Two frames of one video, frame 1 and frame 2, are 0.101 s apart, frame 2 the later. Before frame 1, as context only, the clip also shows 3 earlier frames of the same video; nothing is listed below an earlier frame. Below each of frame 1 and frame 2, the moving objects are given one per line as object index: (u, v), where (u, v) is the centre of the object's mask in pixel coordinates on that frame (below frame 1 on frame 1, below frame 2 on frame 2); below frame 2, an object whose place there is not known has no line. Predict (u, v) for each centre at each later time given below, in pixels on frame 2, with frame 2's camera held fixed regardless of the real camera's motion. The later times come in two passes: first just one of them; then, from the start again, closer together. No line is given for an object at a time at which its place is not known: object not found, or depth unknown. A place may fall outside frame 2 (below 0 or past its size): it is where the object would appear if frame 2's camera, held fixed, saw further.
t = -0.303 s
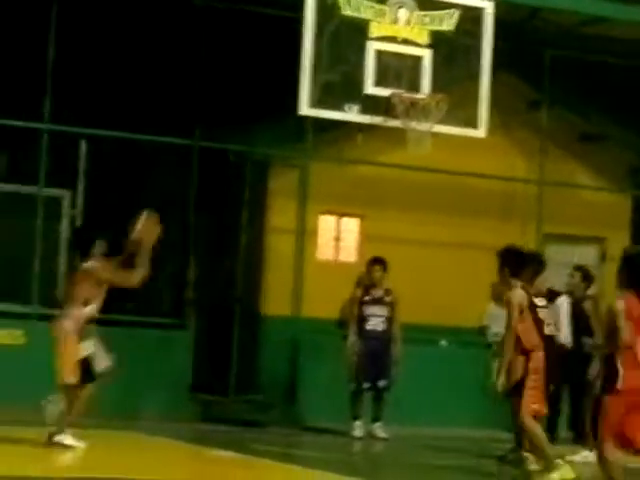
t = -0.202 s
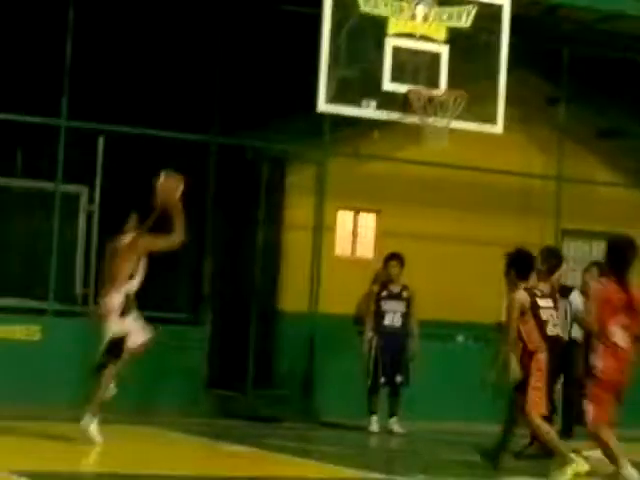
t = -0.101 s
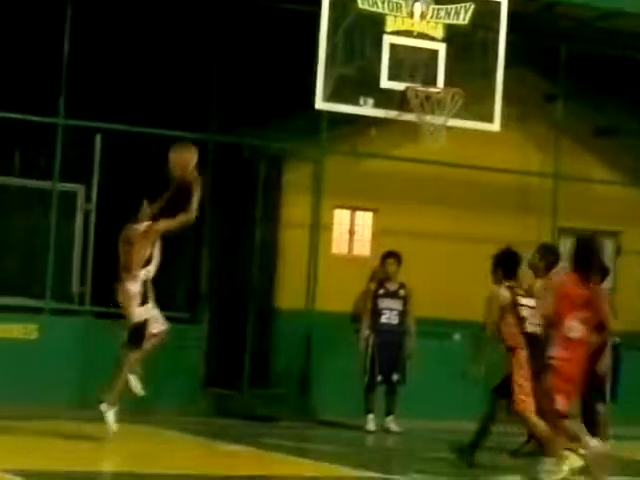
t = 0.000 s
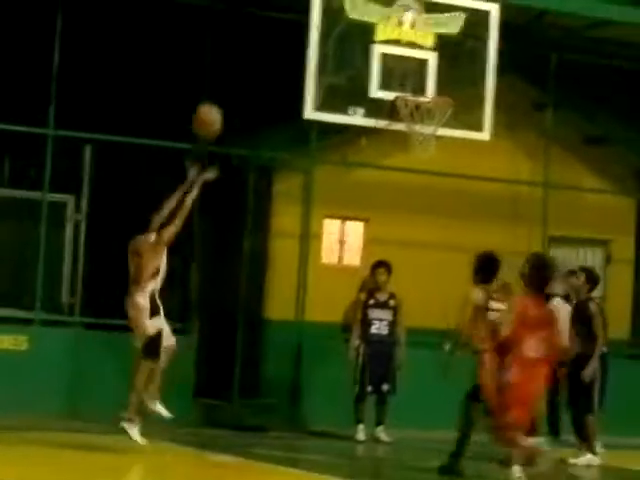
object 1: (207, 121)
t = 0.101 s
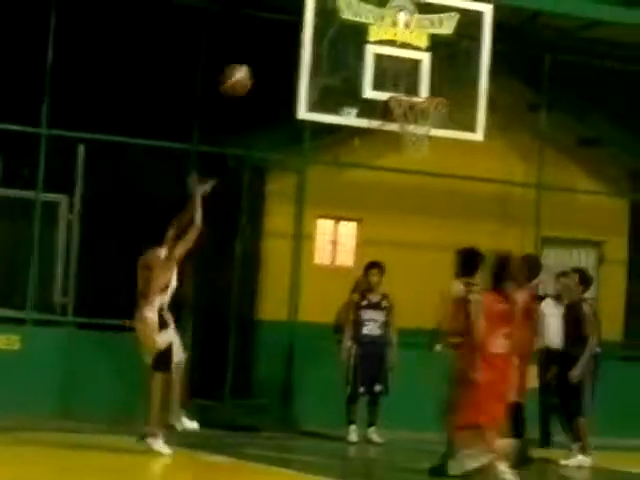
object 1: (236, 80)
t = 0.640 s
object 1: (395, 69)
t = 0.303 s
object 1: (300, 38)
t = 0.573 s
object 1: (375, 55)
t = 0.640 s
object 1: (395, 69)
